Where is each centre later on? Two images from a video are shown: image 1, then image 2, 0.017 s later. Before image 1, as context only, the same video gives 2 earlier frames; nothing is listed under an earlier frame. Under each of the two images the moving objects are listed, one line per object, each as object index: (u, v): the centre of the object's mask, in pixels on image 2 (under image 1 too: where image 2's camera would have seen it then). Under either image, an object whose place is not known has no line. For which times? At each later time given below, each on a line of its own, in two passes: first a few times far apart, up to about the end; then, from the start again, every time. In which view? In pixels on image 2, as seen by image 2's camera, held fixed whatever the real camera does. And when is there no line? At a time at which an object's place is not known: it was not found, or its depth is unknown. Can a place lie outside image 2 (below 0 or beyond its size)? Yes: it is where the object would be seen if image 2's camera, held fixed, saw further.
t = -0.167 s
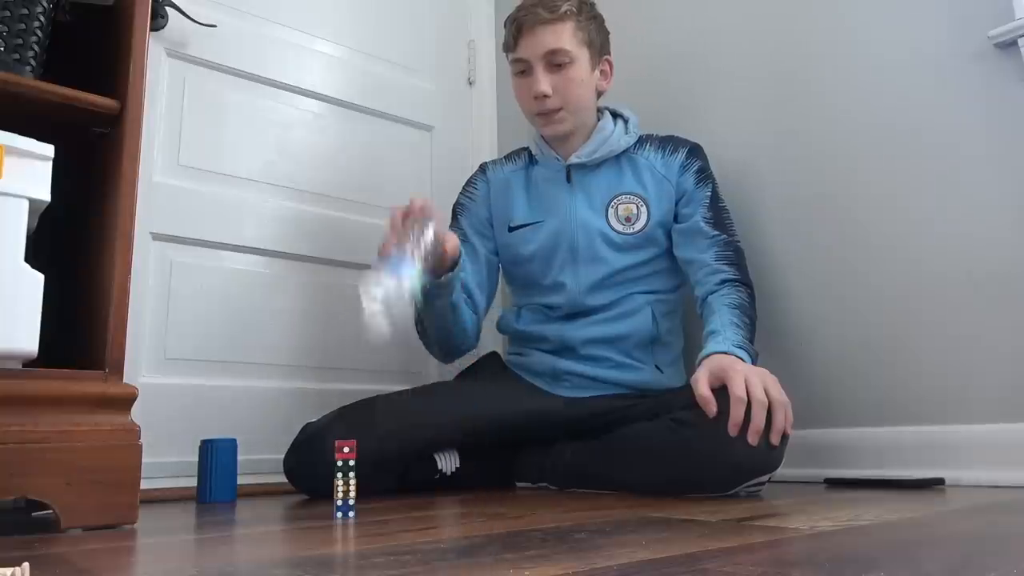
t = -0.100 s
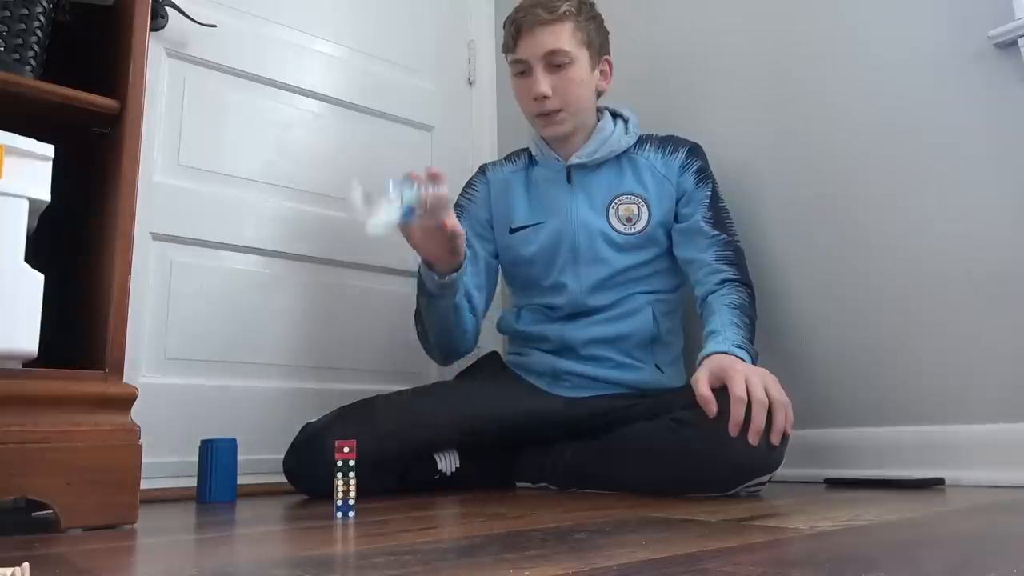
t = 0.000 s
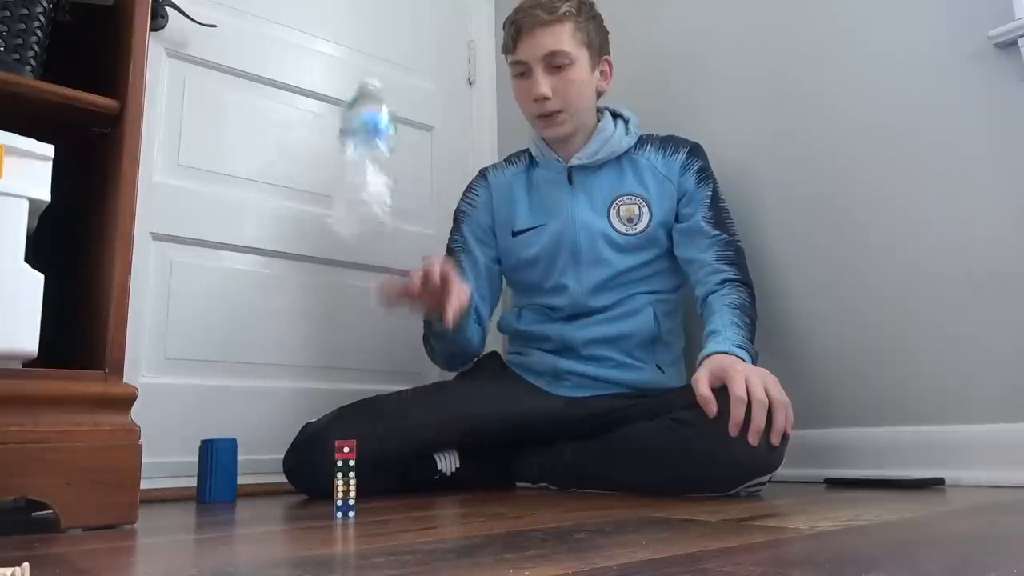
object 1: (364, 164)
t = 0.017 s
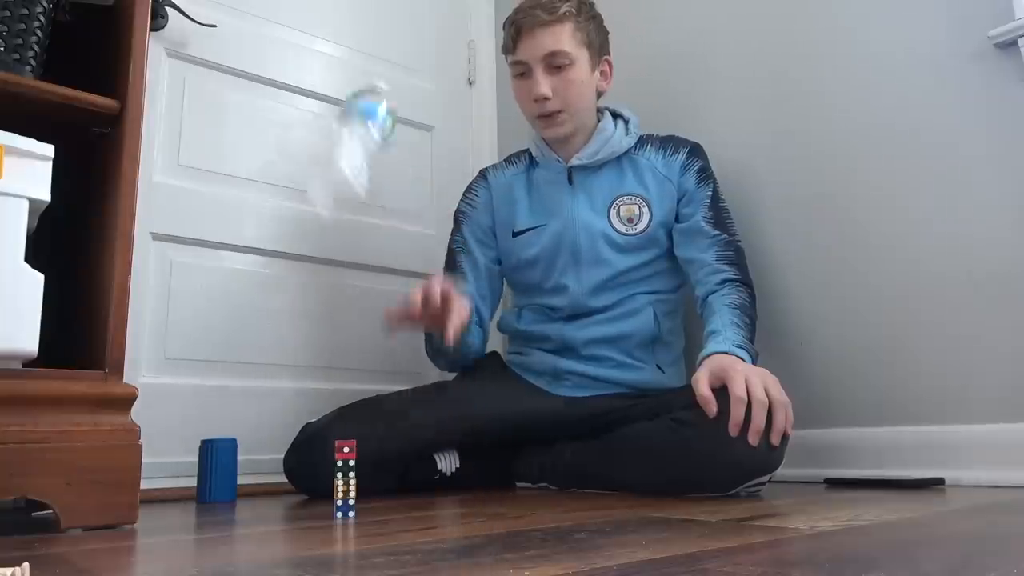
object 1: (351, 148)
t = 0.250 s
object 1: (349, 258)
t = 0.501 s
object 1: (338, 399)
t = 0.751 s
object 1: (333, 480)
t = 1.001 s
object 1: (298, 483)
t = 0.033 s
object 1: (359, 121)
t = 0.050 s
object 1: (333, 115)
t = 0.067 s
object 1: (330, 104)
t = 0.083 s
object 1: (336, 95)
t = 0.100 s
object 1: (342, 97)
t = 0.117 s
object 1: (345, 100)
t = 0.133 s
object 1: (348, 109)
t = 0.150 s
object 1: (350, 125)
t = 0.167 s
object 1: (351, 143)
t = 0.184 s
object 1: (351, 164)
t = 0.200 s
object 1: (351, 182)
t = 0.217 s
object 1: (349, 203)
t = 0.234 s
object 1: (349, 228)
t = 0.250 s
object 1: (349, 258)
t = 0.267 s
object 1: (348, 290)
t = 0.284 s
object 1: (345, 328)
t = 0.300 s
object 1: (345, 340)
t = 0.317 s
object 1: (345, 340)
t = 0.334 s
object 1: (345, 341)
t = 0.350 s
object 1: (344, 343)
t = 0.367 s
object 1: (344, 345)
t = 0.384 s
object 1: (344, 347)
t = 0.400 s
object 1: (344, 349)
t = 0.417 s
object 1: (343, 352)
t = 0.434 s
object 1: (343, 360)
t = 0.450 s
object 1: (342, 367)
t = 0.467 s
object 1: (341, 374)
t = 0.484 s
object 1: (340, 387)
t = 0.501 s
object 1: (338, 399)
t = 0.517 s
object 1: (336, 415)
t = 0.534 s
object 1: (337, 432)
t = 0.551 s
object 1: (333, 447)
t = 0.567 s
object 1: (355, 457)
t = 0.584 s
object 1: (354, 474)
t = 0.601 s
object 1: (333, 479)
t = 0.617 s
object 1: (333, 479)
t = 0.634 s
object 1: (333, 479)
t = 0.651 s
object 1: (333, 480)
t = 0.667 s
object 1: (333, 479)
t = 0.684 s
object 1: (333, 480)
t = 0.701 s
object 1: (333, 480)
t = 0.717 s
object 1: (333, 480)
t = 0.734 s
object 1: (333, 480)
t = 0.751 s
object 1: (333, 480)
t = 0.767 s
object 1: (330, 480)
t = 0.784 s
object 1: (330, 480)
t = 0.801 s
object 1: (326, 480)
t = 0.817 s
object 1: (324, 481)
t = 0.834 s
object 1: (321, 481)
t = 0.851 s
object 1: (320, 481)
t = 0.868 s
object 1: (318, 481)
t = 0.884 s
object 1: (317, 481)
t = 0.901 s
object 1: (316, 481)
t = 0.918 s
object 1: (315, 481)
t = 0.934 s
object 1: (313, 481)
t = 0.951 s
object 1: (312, 481)
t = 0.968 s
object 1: (311, 481)
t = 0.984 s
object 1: (310, 481)
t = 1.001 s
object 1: (298, 483)
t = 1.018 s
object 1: (298, 483)
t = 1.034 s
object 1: (297, 482)
